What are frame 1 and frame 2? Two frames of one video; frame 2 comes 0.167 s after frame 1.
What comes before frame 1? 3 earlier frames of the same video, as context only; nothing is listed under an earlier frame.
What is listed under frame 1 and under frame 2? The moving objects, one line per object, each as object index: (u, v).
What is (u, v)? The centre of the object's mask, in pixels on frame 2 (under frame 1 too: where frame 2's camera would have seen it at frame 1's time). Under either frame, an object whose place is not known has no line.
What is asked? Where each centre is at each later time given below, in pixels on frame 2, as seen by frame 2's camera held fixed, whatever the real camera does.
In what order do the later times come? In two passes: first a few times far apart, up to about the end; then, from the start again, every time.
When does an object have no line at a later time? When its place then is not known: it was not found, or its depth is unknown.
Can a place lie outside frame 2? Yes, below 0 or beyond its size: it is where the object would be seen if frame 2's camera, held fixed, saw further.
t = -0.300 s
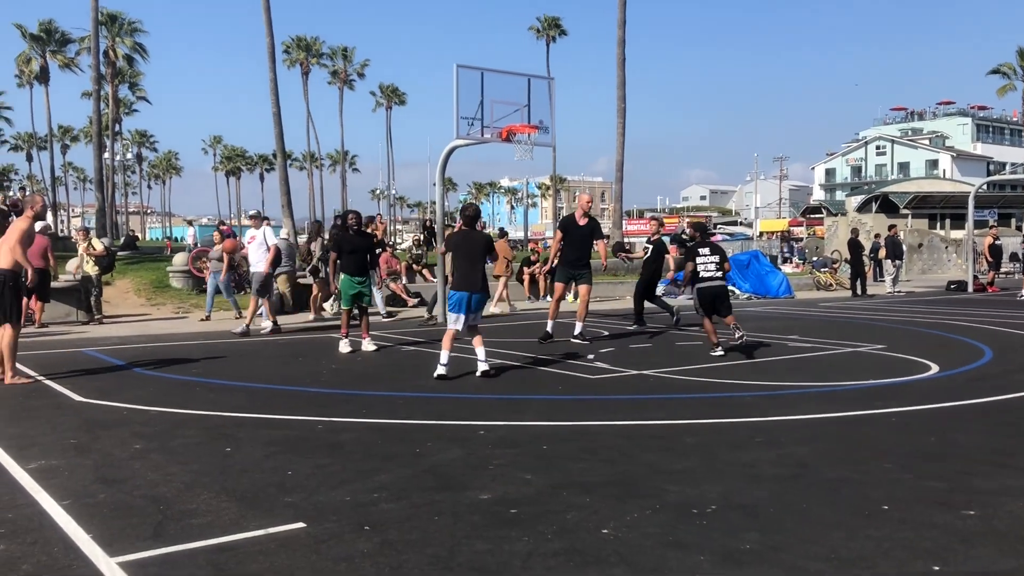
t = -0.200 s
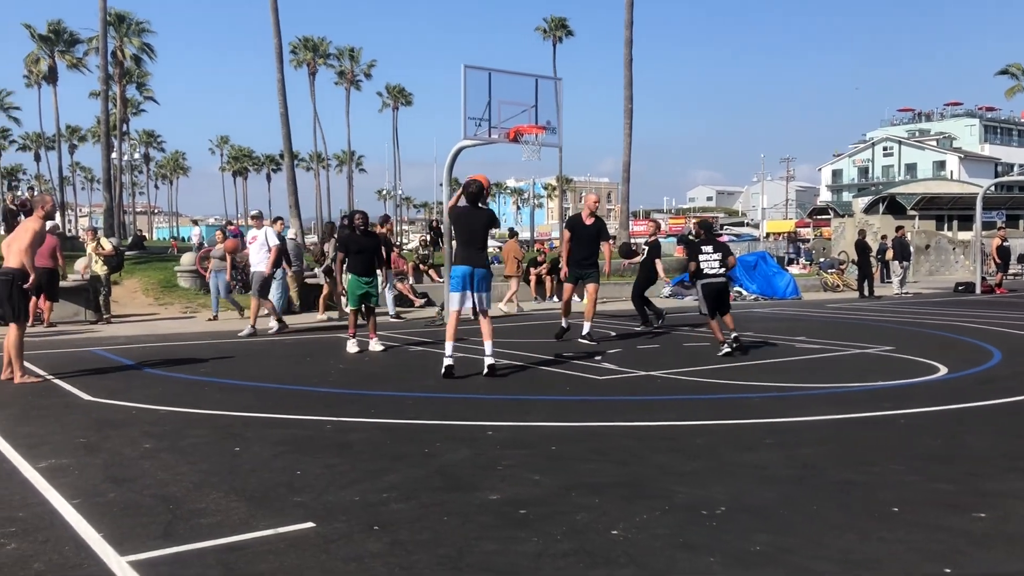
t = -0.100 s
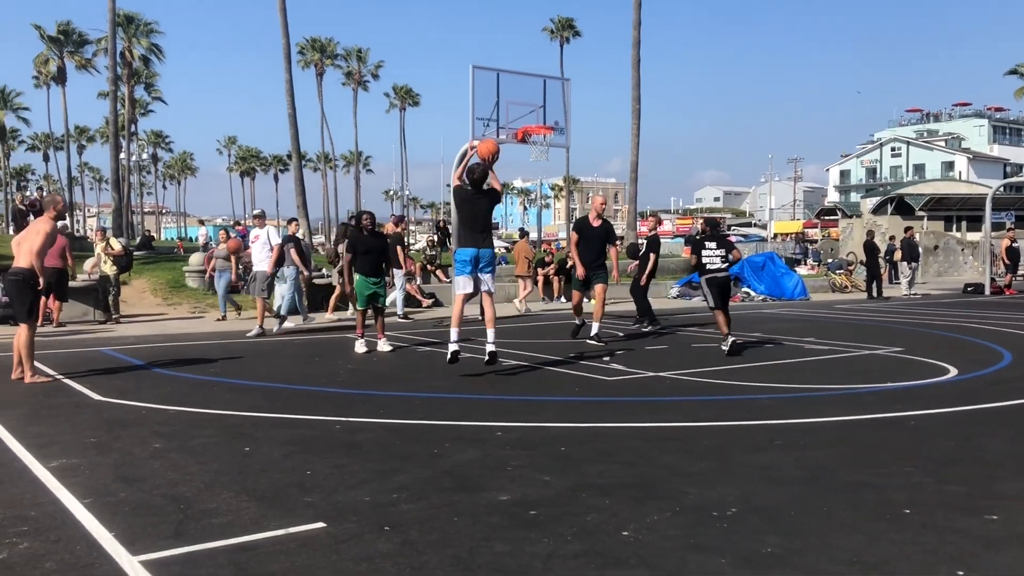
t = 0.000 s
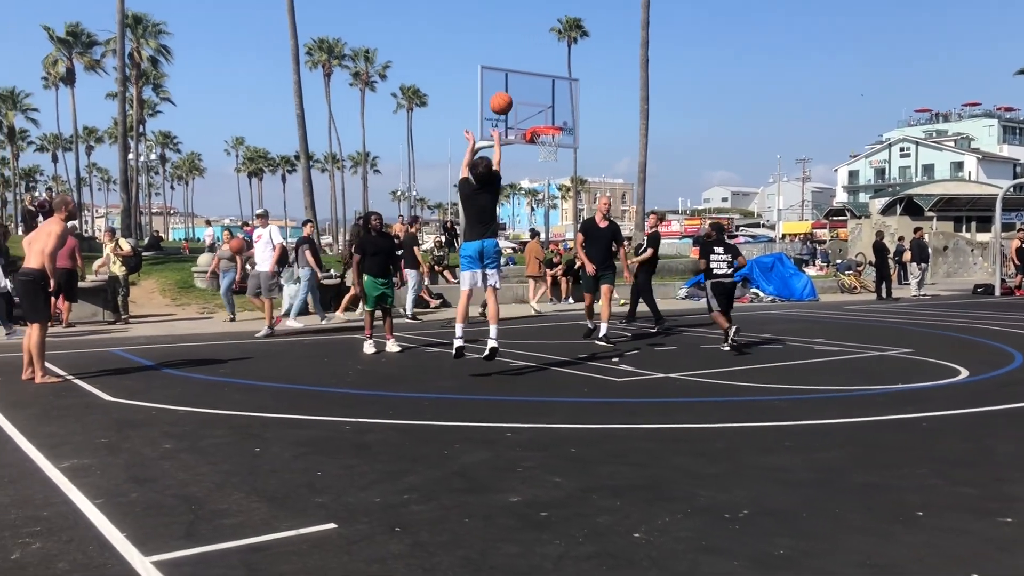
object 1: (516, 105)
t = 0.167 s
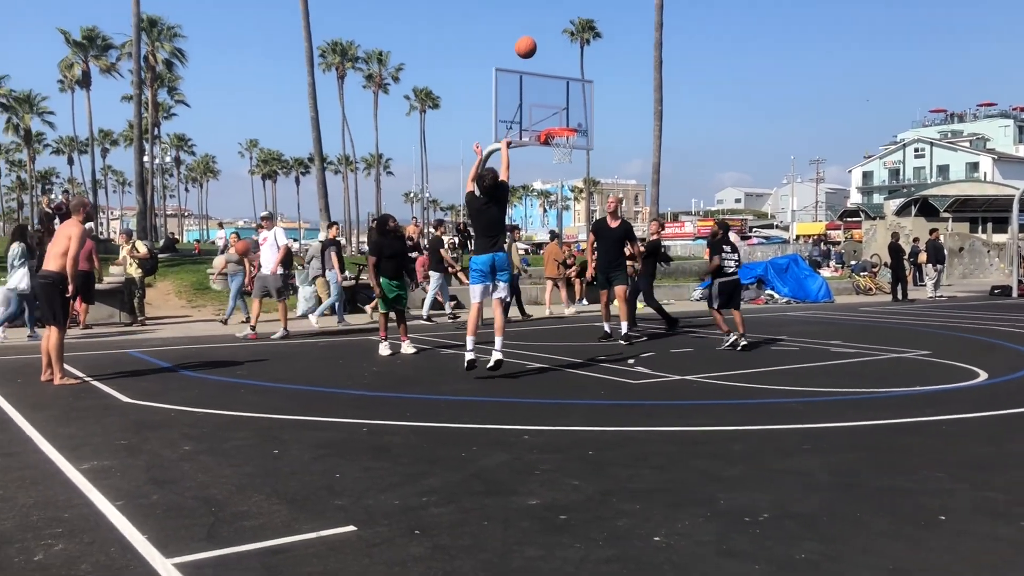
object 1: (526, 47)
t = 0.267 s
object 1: (532, 28)
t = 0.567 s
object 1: (548, 26)
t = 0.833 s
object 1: (561, 77)
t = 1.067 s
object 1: (560, 148)
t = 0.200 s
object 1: (528, 40)
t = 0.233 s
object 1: (530, 33)
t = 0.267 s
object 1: (532, 28)
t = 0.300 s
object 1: (533, 24)
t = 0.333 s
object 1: (536, 21)
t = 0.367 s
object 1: (537, 18)
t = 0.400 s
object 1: (539, 17)
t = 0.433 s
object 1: (541, 17)
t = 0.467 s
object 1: (543, 18)
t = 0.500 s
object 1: (545, 20)
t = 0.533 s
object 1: (546, 22)
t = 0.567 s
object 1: (548, 26)
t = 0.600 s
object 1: (550, 30)
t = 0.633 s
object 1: (551, 34)
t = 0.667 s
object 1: (553, 40)
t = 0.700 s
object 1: (555, 46)
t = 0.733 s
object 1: (556, 53)
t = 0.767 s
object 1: (558, 60)
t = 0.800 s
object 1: (559, 69)
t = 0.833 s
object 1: (561, 77)
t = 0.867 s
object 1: (563, 87)
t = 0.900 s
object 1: (565, 97)
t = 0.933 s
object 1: (566, 107)
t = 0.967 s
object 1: (568, 118)
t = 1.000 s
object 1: (571, 128)
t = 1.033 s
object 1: (567, 139)
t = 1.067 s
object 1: (560, 148)
